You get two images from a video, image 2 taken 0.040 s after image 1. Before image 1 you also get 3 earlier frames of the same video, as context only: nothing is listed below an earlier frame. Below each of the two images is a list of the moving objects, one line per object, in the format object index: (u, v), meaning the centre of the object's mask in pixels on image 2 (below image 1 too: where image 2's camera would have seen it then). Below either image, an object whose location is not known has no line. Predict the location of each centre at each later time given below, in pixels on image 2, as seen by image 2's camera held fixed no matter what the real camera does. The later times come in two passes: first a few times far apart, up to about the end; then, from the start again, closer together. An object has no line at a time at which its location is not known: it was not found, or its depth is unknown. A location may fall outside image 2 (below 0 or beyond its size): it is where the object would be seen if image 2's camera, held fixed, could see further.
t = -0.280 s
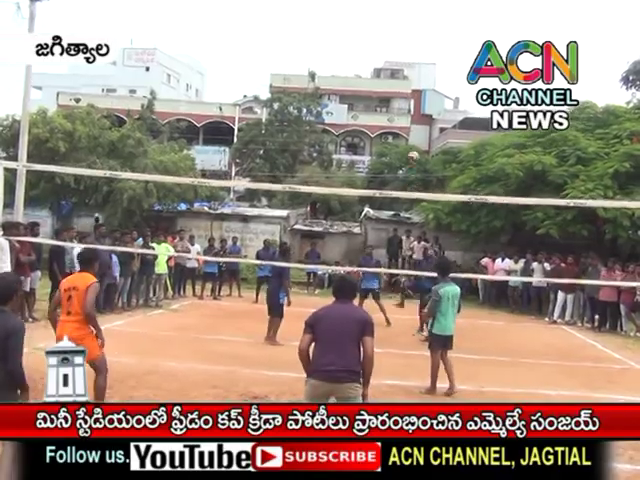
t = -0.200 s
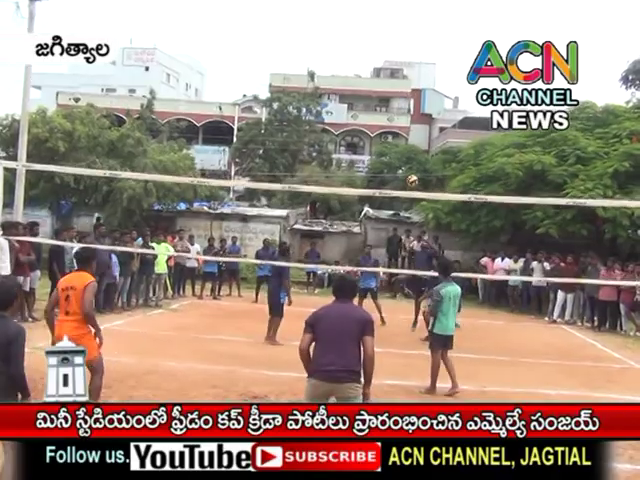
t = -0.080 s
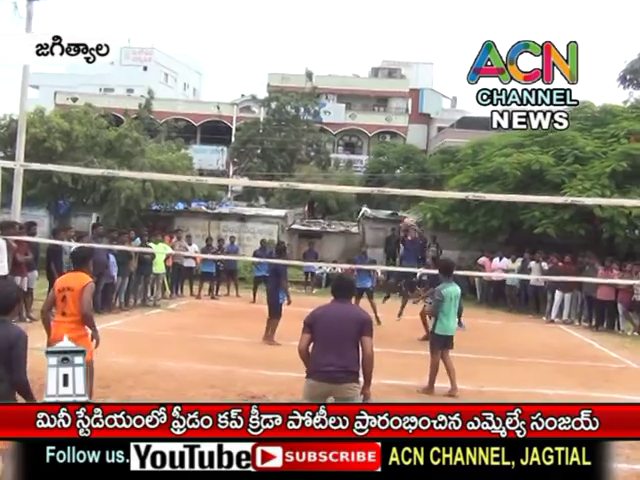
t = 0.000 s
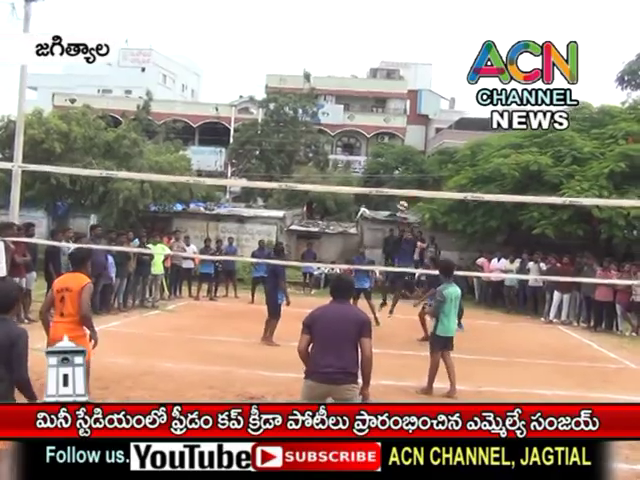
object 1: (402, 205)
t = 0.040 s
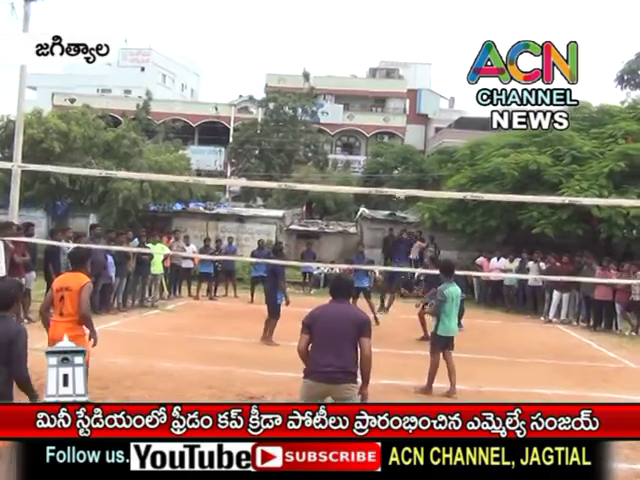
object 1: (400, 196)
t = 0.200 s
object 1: (386, 159)
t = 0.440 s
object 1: (358, 127)
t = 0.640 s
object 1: (324, 124)
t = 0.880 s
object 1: (257, 179)
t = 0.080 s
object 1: (396, 184)
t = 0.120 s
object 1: (393, 176)
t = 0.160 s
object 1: (389, 168)
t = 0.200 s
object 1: (386, 159)
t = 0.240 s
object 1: (382, 151)
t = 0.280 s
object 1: (377, 145)
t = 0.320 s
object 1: (373, 138)
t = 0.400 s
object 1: (364, 130)
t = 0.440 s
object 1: (358, 127)
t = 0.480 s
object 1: (351, 122)
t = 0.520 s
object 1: (345, 121)
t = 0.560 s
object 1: (339, 121)
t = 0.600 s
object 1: (331, 122)
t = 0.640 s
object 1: (324, 124)
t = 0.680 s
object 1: (314, 128)
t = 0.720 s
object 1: (305, 133)
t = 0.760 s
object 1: (295, 141)
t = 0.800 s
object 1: (283, 151)
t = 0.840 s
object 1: (271, 163)
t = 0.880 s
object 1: (257, 179)
